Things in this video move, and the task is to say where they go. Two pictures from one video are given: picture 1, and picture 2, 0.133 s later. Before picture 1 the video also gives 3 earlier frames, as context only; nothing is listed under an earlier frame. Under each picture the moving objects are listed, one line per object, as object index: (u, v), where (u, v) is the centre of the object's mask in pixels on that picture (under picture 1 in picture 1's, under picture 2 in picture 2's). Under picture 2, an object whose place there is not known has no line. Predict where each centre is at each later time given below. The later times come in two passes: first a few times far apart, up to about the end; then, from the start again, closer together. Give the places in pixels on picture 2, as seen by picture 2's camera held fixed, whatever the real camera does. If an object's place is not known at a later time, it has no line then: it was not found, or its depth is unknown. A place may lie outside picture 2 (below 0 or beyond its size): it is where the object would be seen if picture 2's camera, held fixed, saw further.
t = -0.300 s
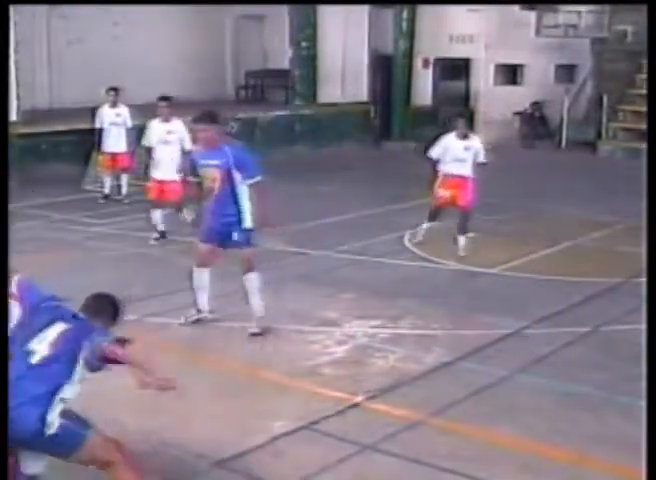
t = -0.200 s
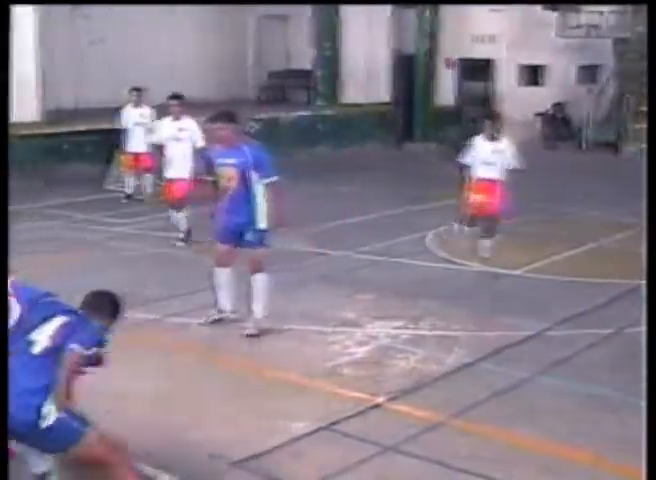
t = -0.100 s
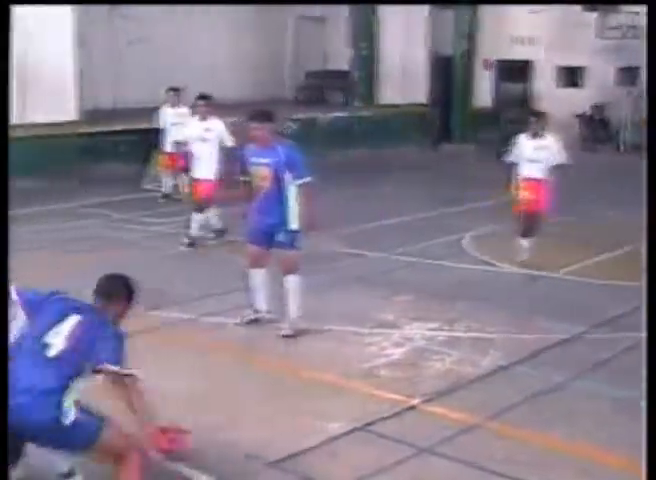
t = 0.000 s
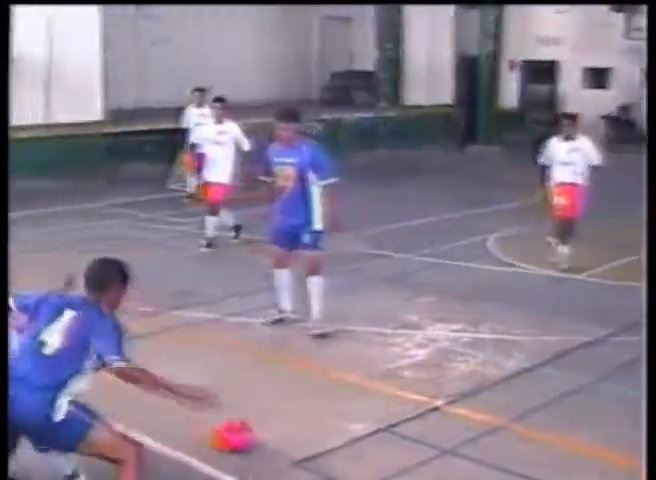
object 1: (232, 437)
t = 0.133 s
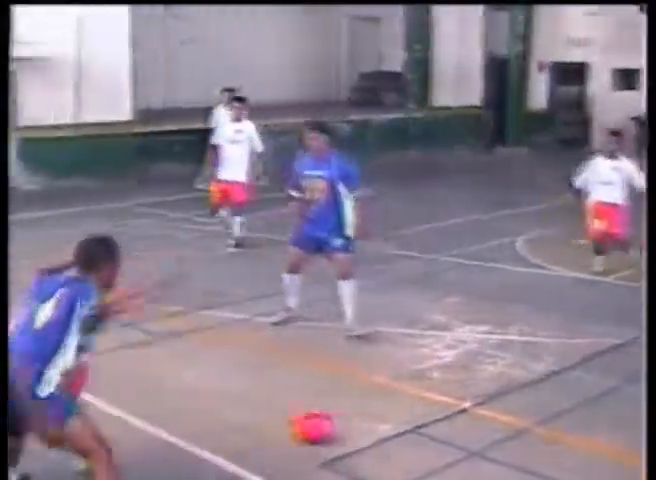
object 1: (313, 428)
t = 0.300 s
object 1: (378, 417)
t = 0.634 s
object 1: (493, 400)
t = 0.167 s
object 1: (326, 425)
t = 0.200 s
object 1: (340, 424)
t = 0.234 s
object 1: (352, 422)
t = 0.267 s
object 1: (366, 421)
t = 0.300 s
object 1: (378, 417)
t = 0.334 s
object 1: (392, 416)
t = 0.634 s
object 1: (493, 400)
